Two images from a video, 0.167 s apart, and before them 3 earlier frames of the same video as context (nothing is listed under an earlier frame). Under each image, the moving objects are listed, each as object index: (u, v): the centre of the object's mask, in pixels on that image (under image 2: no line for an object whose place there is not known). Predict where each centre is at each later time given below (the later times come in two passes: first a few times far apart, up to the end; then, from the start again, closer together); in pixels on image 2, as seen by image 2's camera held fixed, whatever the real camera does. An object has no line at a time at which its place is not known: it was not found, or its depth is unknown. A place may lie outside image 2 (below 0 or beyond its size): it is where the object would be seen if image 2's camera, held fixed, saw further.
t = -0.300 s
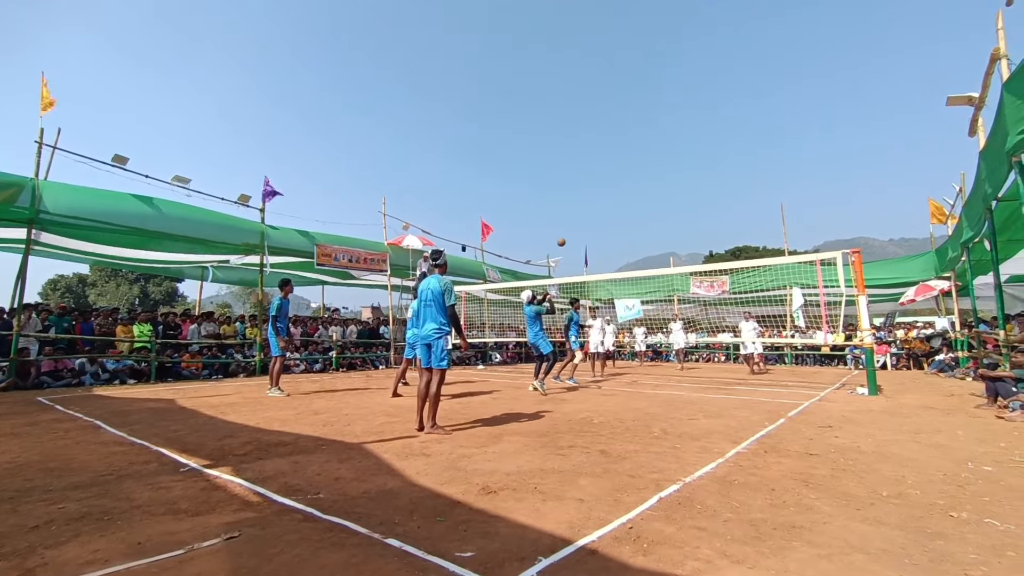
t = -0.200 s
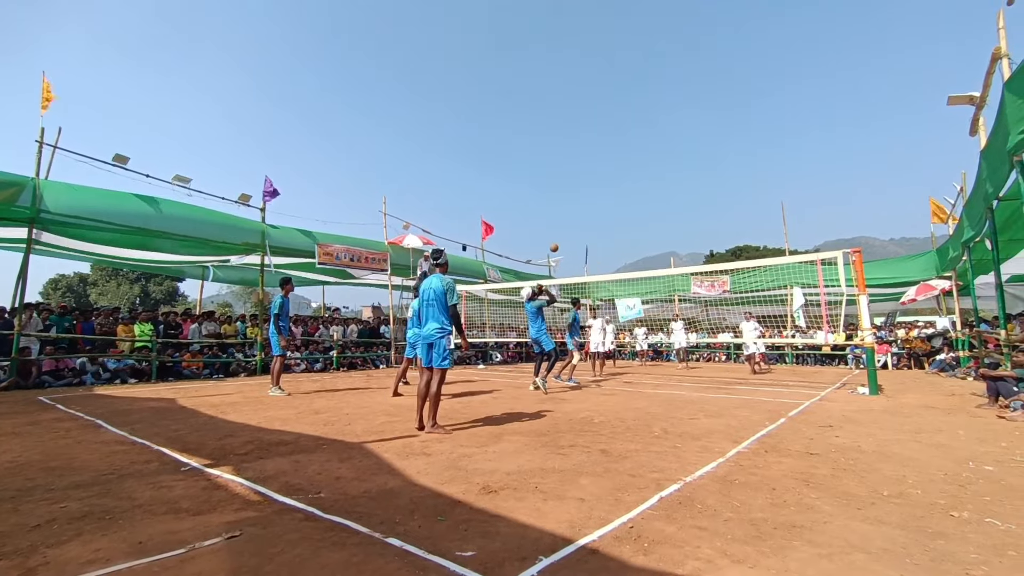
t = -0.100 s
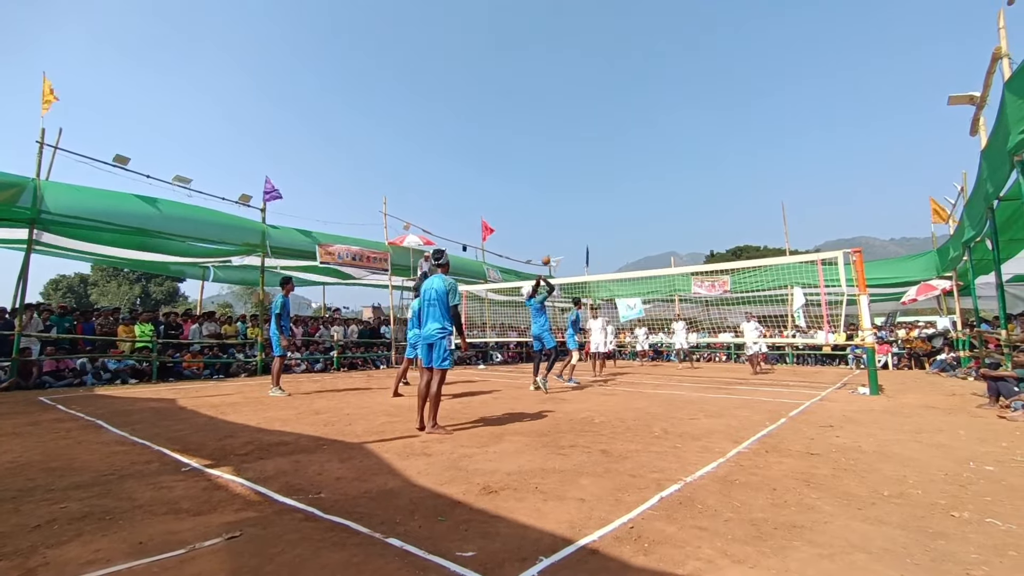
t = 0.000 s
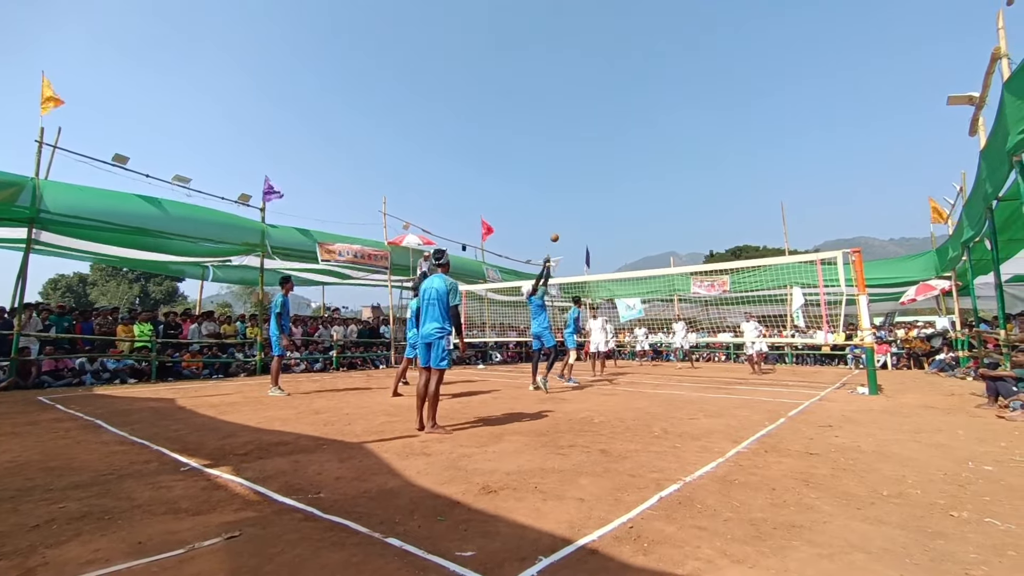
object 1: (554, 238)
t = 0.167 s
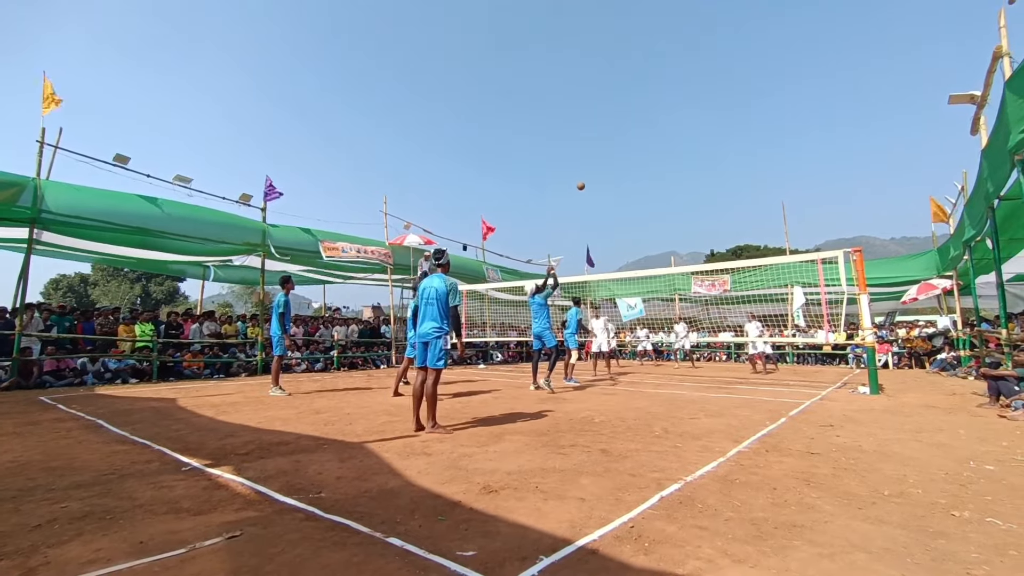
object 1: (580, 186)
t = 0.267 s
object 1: (594, 165)
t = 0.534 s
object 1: (626, 136)
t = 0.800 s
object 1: (655, 138)
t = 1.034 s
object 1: (677, 161)
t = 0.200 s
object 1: (585, 178)
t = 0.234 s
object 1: (590, 171)
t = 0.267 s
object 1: (594, 165)
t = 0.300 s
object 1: (599, 159)
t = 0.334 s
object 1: (603, 154)
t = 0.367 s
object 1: (607, 150)
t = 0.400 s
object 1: (611, 146)
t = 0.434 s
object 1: (615, 143)
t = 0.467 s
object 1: (619, 140)
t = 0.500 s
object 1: (623, 138)
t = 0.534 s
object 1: (626, 136)
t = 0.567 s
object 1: (630, 135)
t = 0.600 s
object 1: (634, 134)
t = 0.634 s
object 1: (637, 133)
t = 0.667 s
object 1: (641, 133)
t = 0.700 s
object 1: (645, 134)
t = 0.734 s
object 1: (648, 135)
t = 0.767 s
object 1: (652, 136)
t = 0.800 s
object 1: (655, 138)
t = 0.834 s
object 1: (658, 140)
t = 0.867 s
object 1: (659, 141)
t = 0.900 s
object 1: (663, 144)
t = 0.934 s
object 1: (667, 148)
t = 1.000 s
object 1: (674, 157)
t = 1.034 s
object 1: (677, 161)
